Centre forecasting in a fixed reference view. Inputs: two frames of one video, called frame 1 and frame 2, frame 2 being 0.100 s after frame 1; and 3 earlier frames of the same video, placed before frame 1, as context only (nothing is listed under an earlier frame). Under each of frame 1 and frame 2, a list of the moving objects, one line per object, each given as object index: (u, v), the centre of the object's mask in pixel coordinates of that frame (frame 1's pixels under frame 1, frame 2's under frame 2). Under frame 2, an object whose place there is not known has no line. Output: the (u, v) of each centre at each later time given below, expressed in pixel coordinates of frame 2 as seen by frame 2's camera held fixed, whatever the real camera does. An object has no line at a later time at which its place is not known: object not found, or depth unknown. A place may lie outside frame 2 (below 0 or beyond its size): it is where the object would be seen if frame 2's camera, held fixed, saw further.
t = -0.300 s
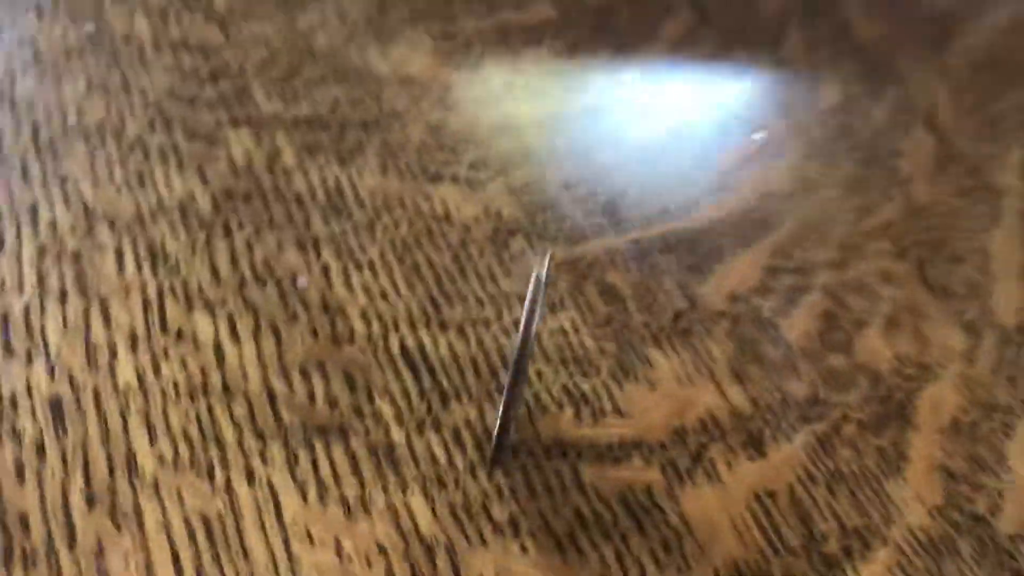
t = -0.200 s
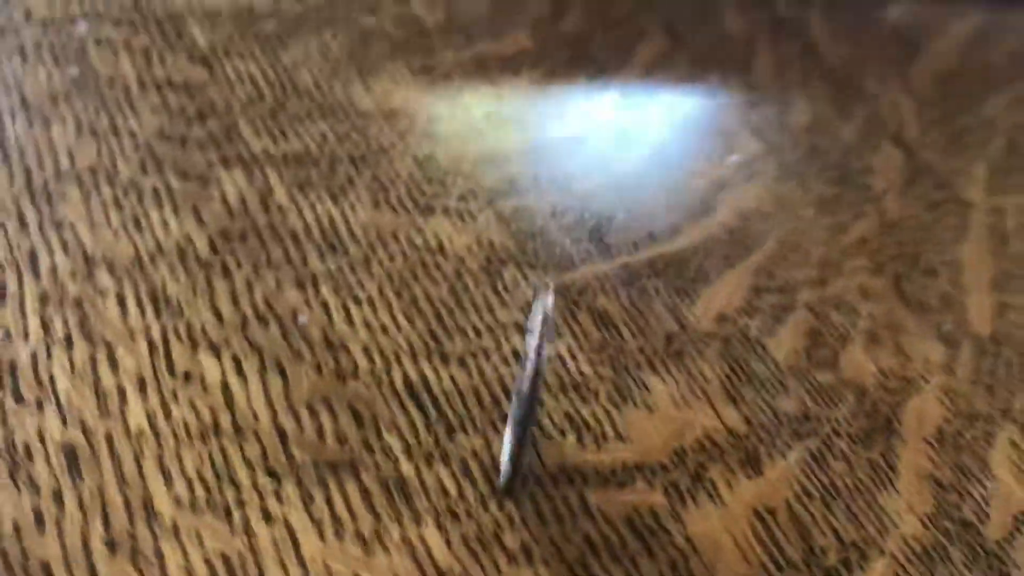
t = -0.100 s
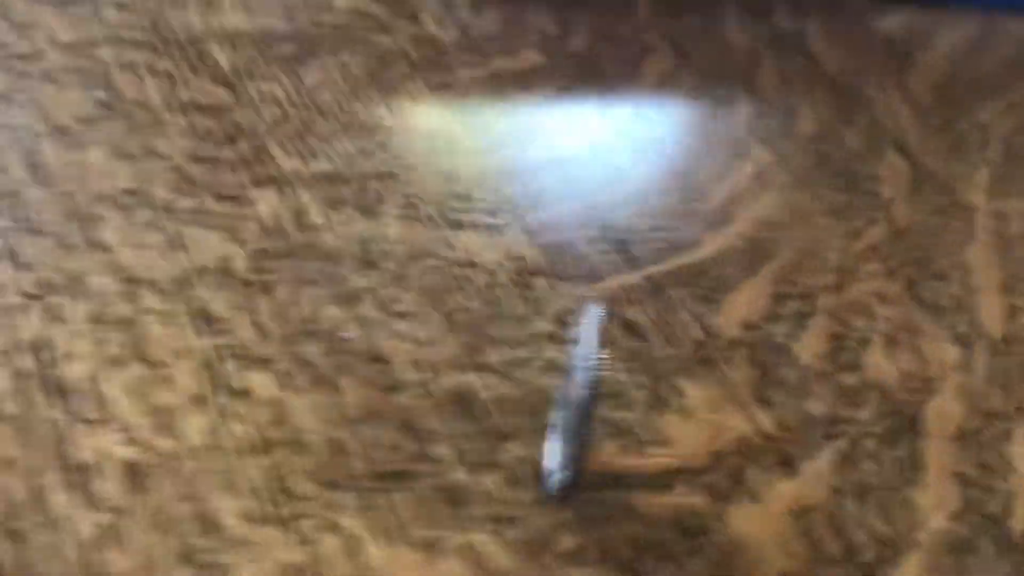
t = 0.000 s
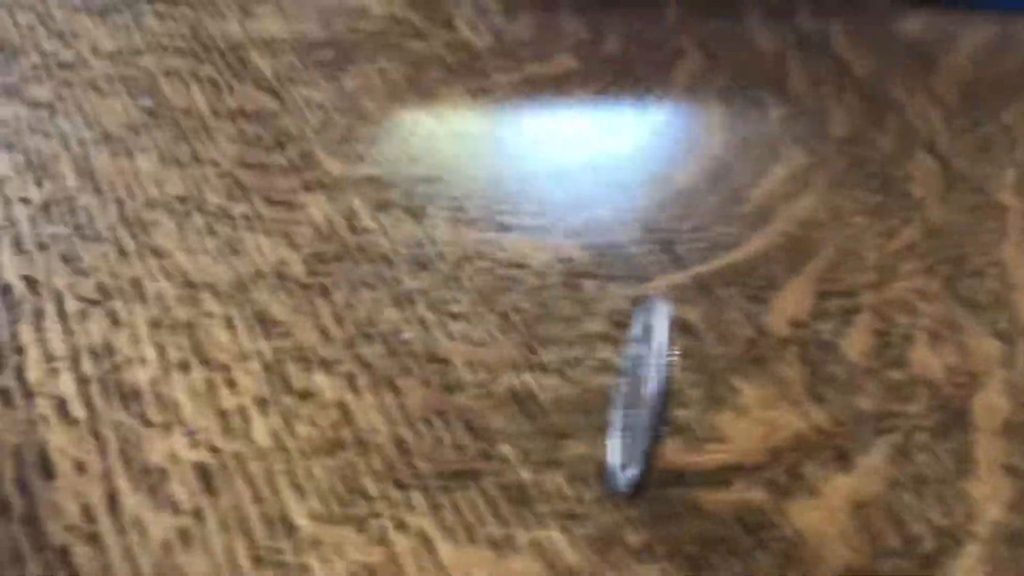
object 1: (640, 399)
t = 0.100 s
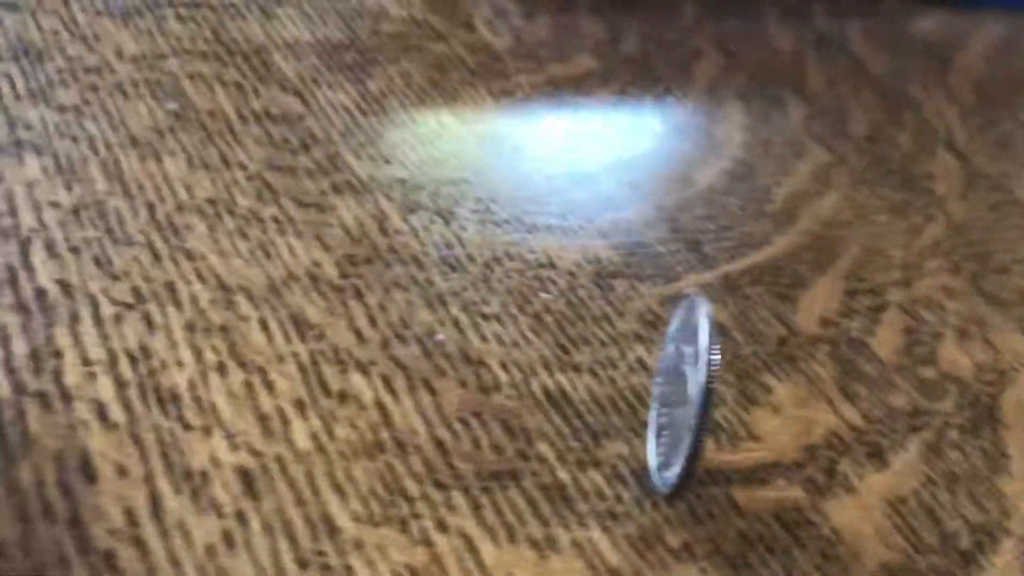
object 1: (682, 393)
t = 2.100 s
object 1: (685, 392)
